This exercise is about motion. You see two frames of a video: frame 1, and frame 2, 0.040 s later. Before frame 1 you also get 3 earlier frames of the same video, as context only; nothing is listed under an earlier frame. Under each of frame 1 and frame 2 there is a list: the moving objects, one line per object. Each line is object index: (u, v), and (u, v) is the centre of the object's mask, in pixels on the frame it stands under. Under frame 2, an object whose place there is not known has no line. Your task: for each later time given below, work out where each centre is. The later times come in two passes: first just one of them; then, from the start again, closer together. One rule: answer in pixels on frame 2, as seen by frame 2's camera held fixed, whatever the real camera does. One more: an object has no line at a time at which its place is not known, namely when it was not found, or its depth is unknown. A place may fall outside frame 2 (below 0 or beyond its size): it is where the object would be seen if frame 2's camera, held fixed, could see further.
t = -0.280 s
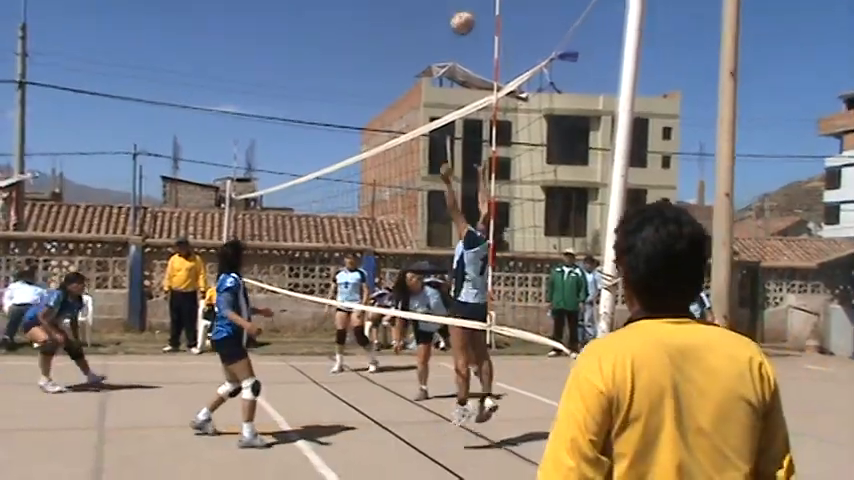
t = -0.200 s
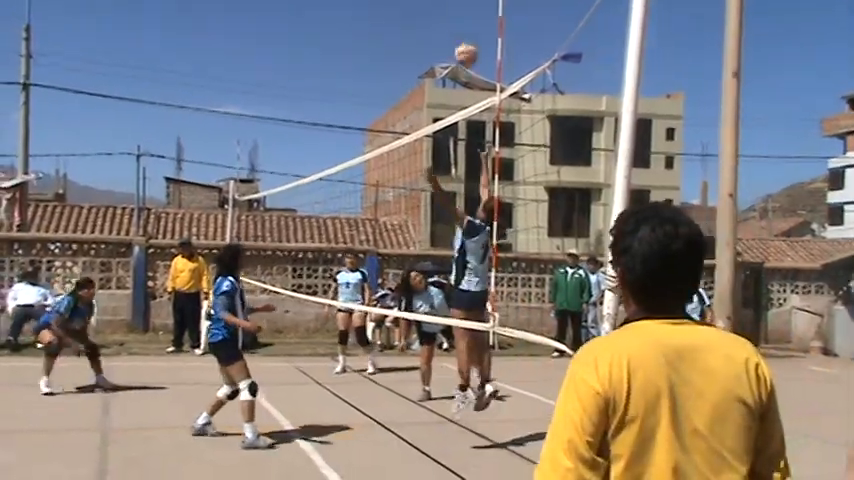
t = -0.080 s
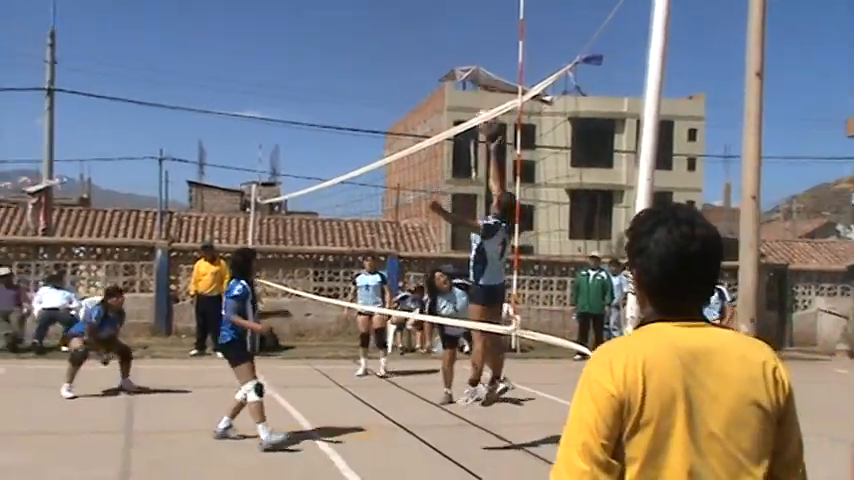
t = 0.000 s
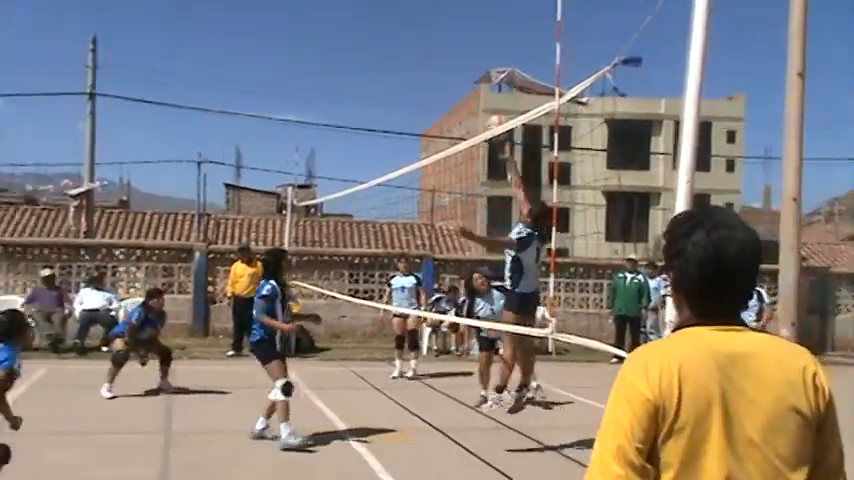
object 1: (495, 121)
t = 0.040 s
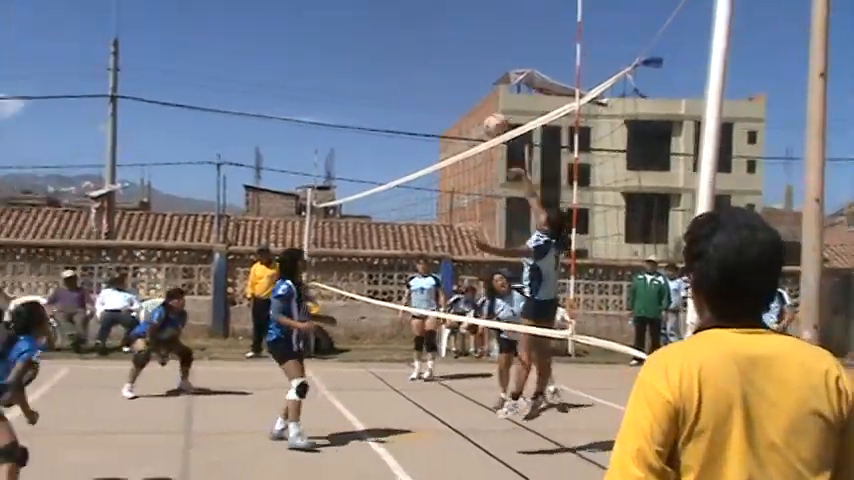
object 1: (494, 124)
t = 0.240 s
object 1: (397, 138)
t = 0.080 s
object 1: (476, 124)
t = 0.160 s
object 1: (437, 127)
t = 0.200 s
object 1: (417, 132)
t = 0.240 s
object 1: (397, 138)
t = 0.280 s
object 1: (377, 147)
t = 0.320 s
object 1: (357, 157)
